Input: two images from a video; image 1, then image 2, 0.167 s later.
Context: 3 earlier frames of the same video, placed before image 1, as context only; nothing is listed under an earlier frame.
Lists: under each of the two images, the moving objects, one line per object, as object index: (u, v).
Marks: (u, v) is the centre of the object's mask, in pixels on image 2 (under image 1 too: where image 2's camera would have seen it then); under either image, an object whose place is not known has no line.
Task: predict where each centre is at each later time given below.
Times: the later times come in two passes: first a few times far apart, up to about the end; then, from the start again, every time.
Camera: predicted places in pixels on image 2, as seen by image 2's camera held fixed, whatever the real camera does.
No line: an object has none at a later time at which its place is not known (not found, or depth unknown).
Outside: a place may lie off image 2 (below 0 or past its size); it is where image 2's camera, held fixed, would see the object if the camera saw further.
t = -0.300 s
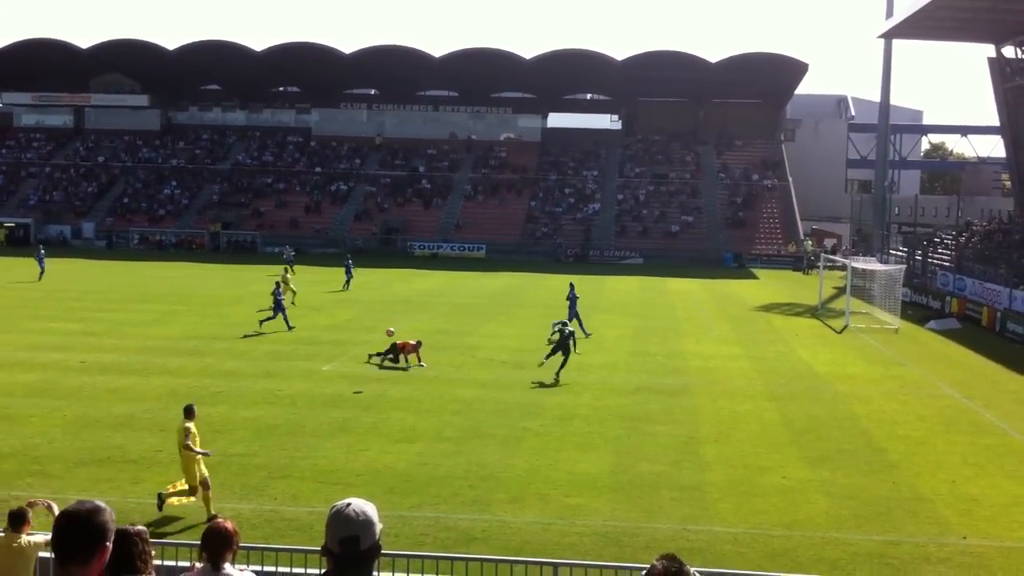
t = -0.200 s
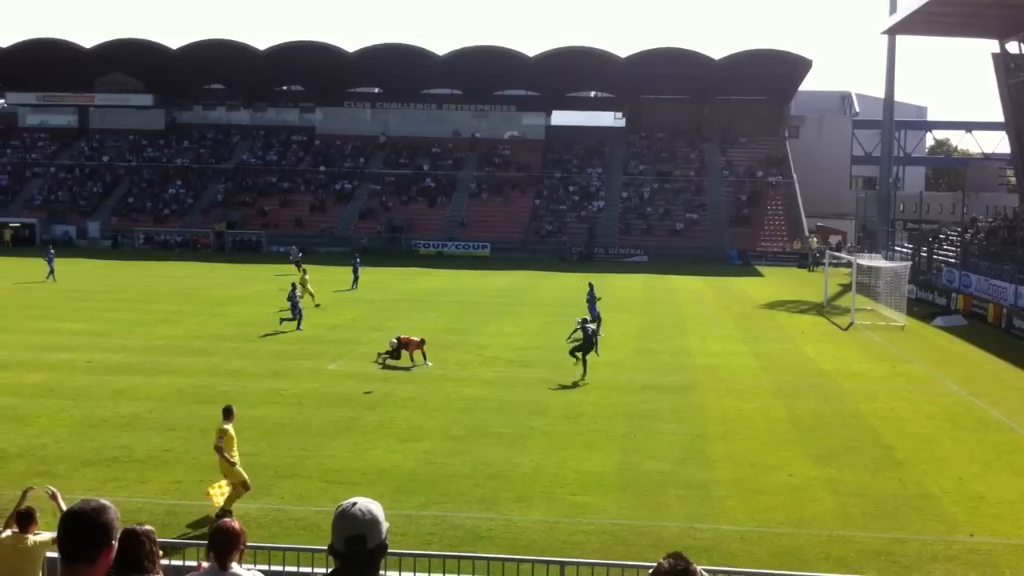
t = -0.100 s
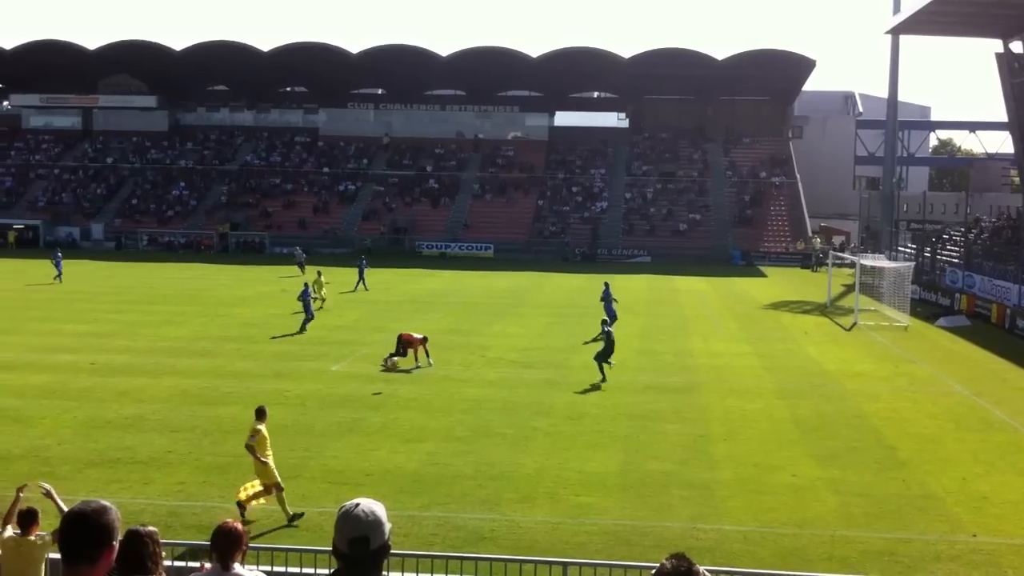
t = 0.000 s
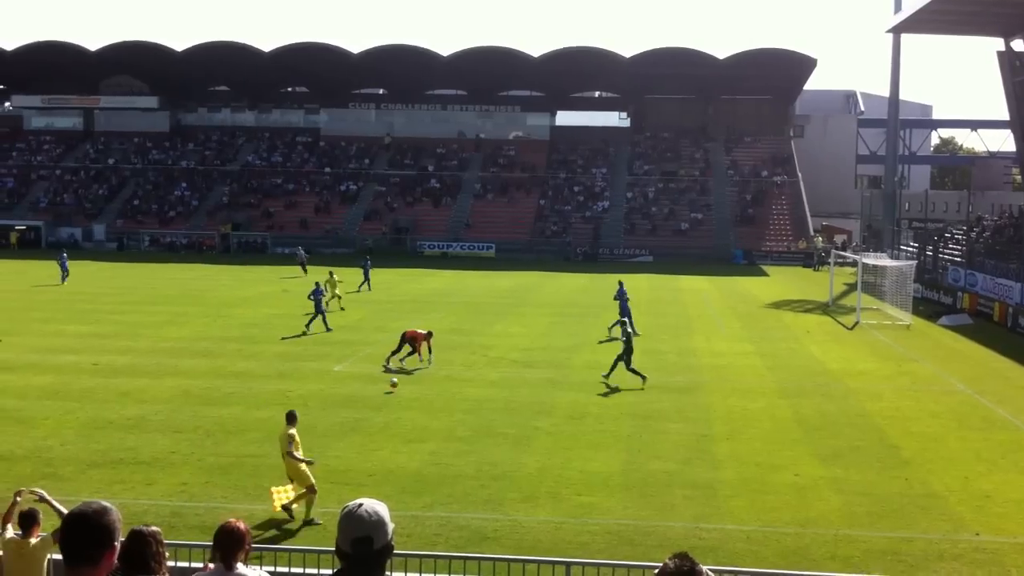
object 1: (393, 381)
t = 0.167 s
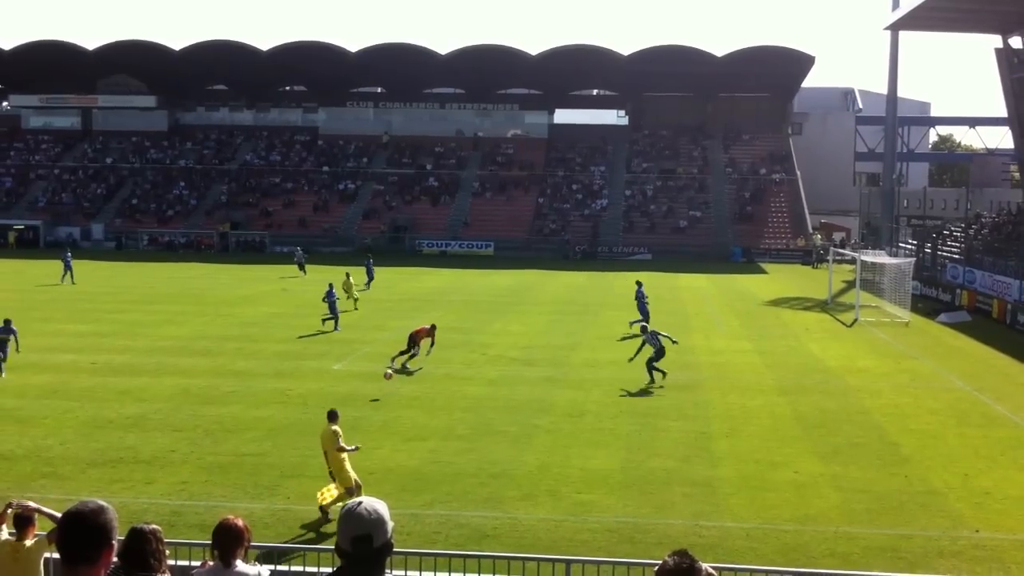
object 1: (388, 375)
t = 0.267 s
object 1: (384, 370)
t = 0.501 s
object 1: (376, 378)
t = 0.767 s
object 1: (365, 412)
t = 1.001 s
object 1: (355, 407)
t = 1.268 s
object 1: (342, 434)
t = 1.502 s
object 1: (329, 437)
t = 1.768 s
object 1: (311, 455)
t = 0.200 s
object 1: (387, 373)
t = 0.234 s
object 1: (385, 371)
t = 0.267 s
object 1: (384, 370)
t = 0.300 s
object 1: (383, 370)
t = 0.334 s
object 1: (382, 370)
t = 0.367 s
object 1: (381, 371)
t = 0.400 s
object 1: (380, 372)
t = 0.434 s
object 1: (378, 373)
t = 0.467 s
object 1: (377, 375)
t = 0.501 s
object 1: (376, 378)
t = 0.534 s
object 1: (374, 381)
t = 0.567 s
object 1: (373, 385)
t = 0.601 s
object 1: (372, 389)
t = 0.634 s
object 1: (371, 394)
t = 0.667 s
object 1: (369, 399)
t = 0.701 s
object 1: (368, 405)
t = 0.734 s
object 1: (366, 412)
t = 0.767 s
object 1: (365, 412)
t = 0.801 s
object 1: (364, 409)
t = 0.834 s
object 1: (362, 407)
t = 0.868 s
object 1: (361, 406)
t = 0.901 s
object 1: (359, 406)
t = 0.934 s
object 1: (358, 406)
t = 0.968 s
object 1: (356, 406)
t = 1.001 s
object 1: (355, 407)
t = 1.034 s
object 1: (353, 409)
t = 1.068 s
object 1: (352, 411)
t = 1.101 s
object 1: (350, 414)
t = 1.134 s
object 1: (348, 417)
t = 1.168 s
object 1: (346, 421)
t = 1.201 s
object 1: (345, 426)
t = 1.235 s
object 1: (343, 431)
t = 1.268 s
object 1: (342, 434)
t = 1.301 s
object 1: (340, 432)
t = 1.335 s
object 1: (338, 432)
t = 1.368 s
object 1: (336, 432)
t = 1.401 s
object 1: (335, 432)
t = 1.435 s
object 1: (333, 433)
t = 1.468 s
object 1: (331, 435)
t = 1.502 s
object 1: (329, 437)
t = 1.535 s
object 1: (327, 440)
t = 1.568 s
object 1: (325, 444)
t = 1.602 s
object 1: (323, 448)
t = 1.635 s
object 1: (321, 451)
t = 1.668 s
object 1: (318, 452)
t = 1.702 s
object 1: (316, 452)
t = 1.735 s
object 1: (314, 453)
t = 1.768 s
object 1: (311, 455)
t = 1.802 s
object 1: (309, 457)
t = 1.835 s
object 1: (306, 460)
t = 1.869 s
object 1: (304, 464)
